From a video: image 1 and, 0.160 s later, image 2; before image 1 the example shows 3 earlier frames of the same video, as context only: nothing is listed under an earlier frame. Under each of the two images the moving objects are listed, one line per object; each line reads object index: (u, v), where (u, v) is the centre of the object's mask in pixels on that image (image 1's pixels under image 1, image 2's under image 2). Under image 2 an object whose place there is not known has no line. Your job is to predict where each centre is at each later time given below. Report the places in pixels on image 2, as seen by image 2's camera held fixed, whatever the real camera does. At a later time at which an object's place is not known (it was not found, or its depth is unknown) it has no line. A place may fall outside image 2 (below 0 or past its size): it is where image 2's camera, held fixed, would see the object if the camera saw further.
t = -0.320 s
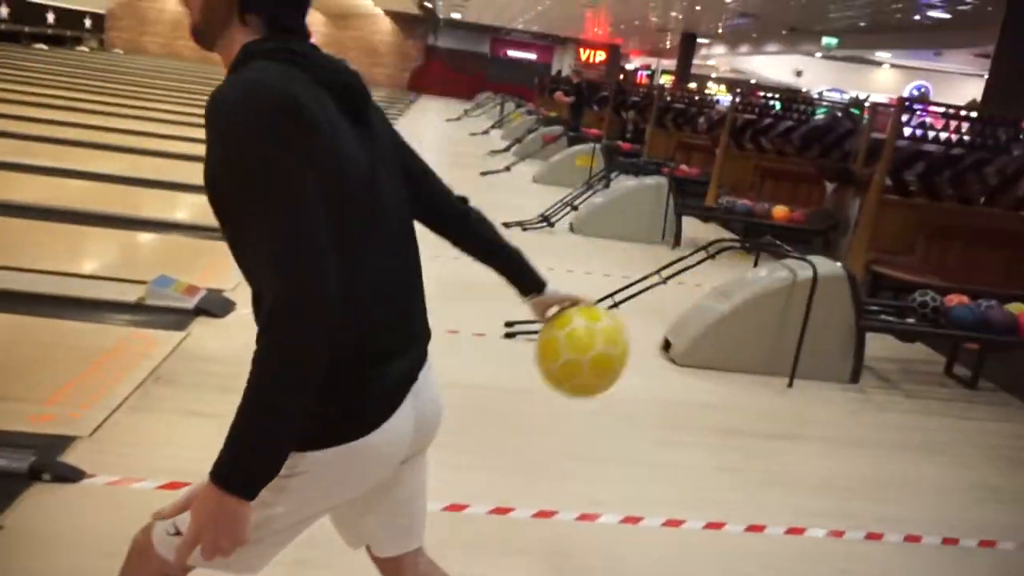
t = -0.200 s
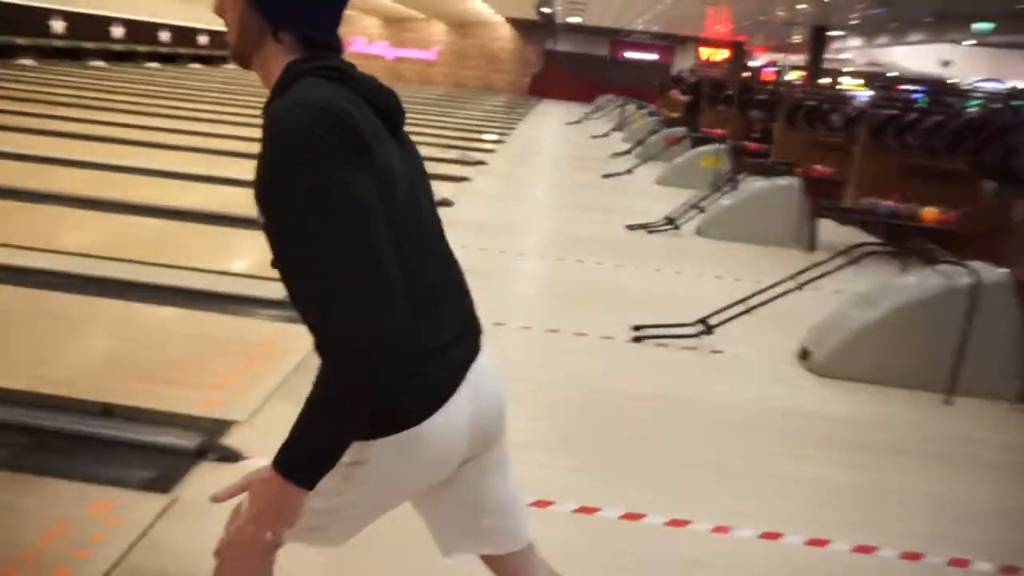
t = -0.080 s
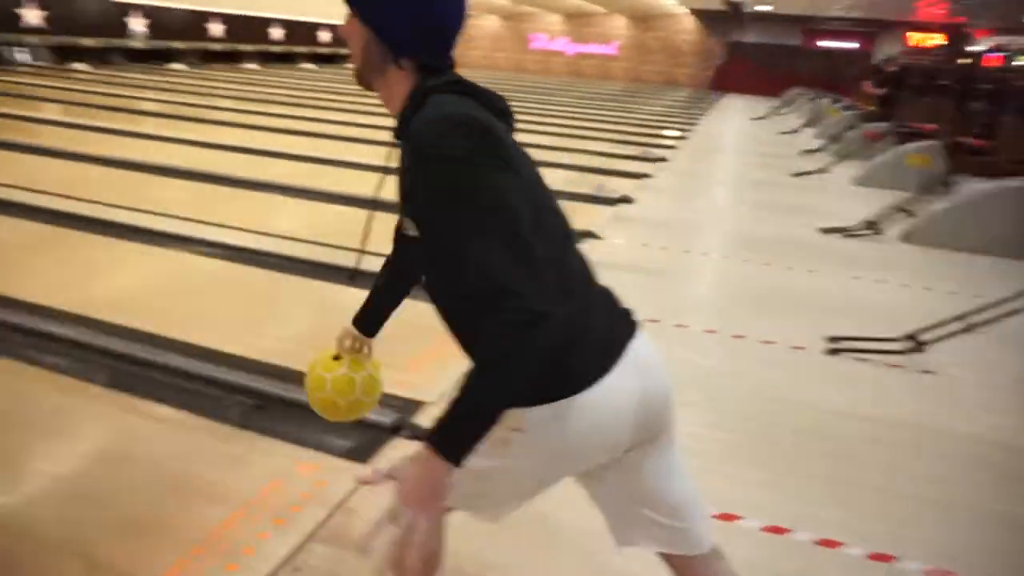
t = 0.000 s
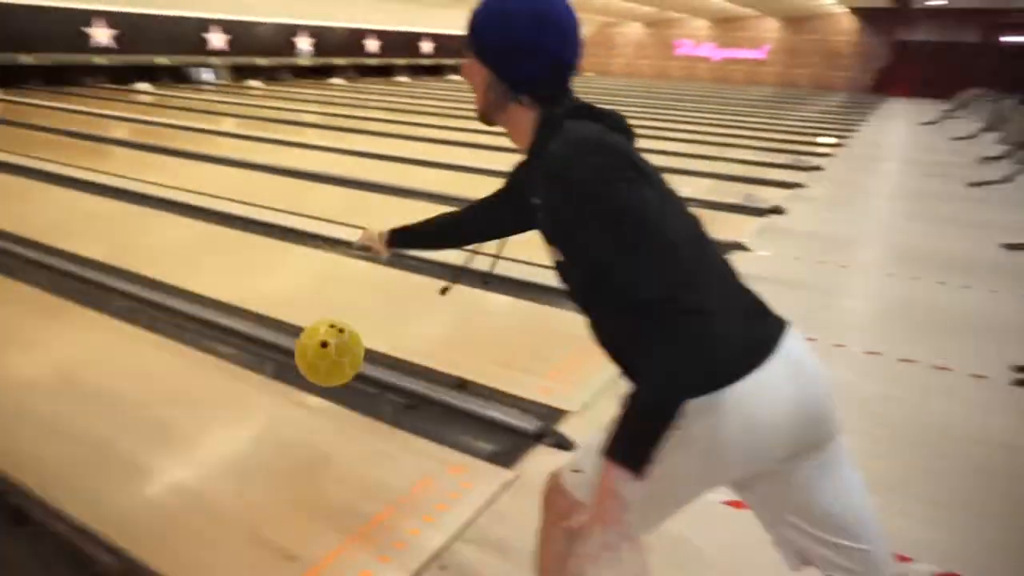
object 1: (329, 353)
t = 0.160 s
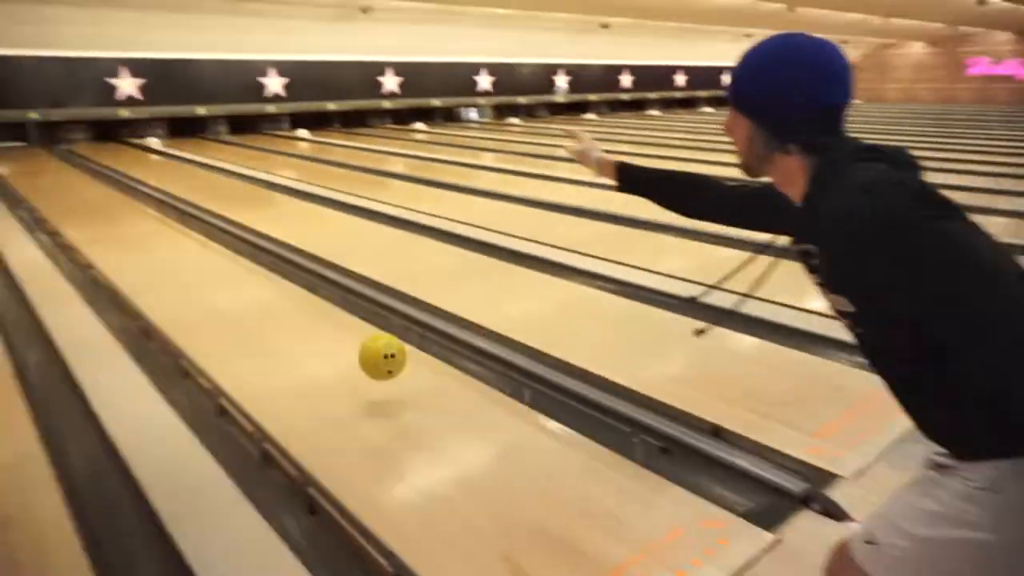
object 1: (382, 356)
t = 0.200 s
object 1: (345, 357)
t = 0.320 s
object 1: (267, 323)
